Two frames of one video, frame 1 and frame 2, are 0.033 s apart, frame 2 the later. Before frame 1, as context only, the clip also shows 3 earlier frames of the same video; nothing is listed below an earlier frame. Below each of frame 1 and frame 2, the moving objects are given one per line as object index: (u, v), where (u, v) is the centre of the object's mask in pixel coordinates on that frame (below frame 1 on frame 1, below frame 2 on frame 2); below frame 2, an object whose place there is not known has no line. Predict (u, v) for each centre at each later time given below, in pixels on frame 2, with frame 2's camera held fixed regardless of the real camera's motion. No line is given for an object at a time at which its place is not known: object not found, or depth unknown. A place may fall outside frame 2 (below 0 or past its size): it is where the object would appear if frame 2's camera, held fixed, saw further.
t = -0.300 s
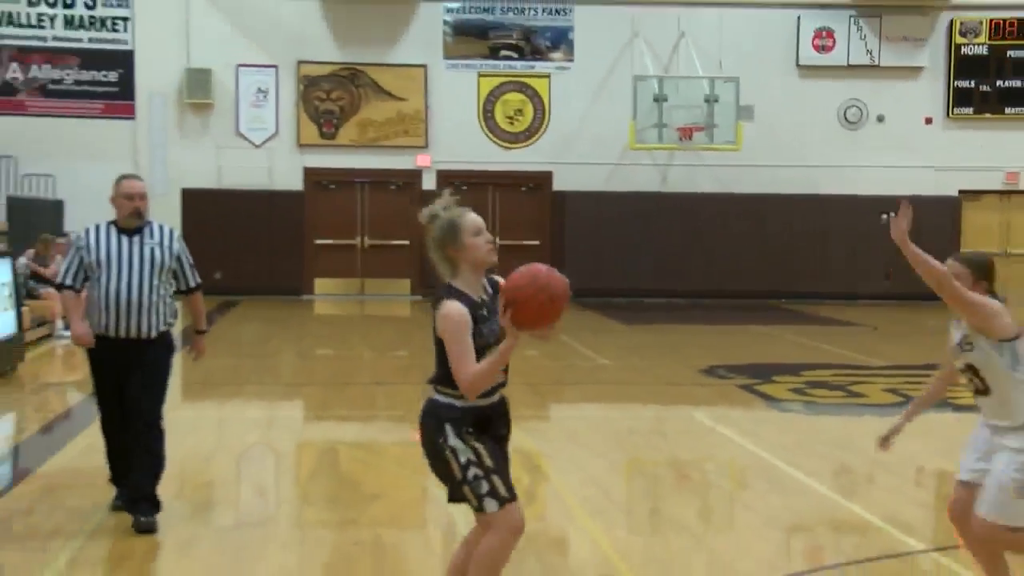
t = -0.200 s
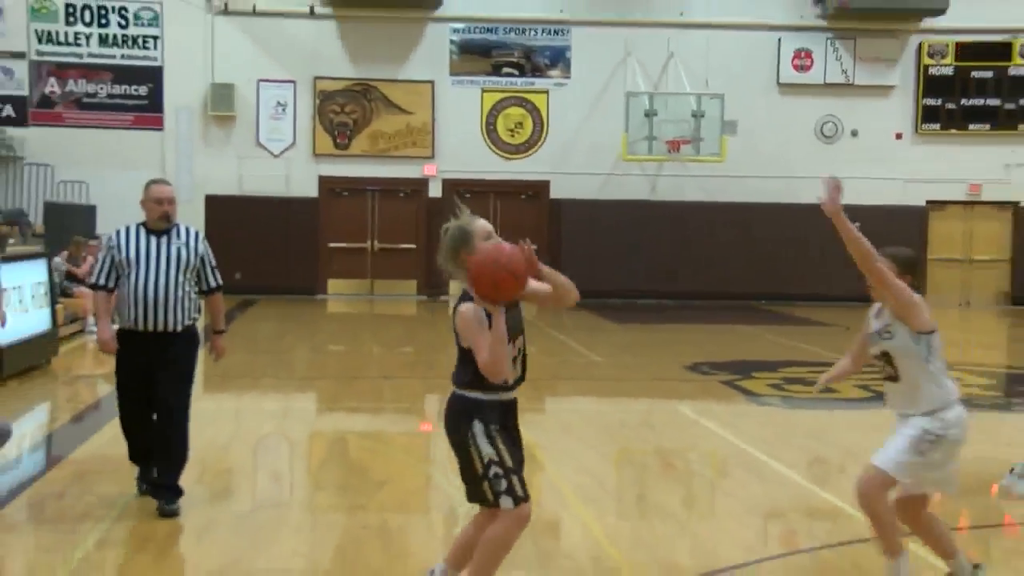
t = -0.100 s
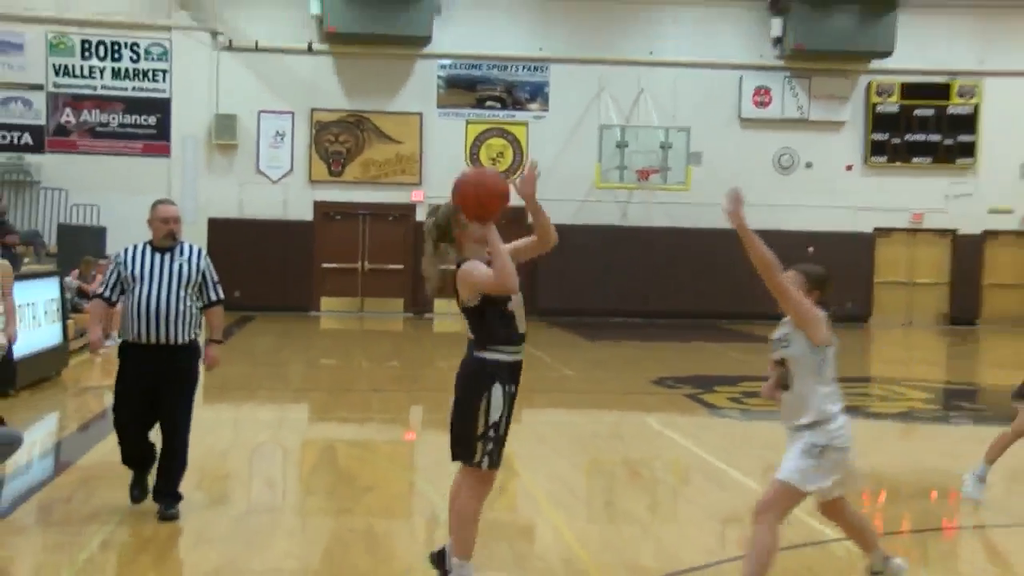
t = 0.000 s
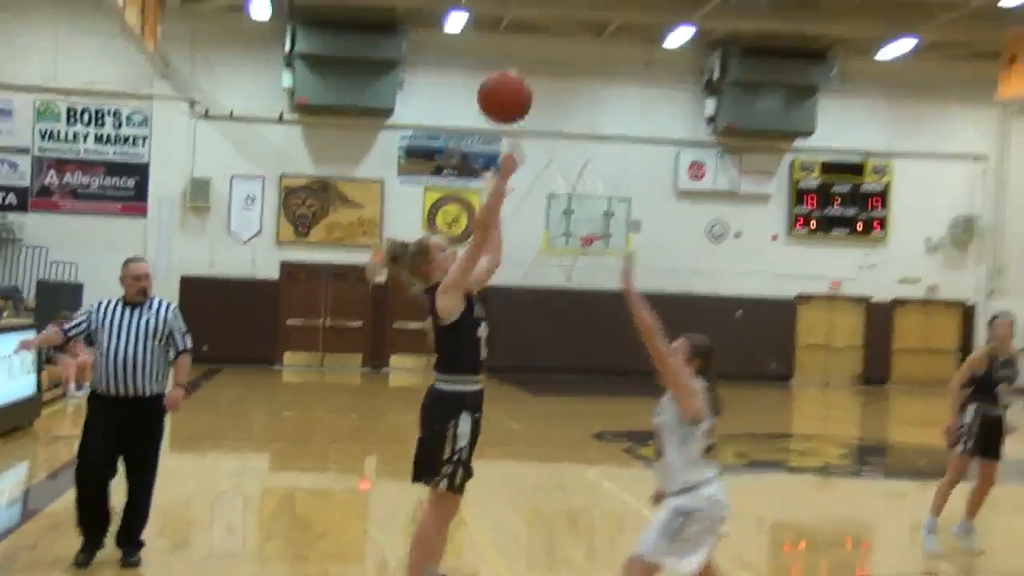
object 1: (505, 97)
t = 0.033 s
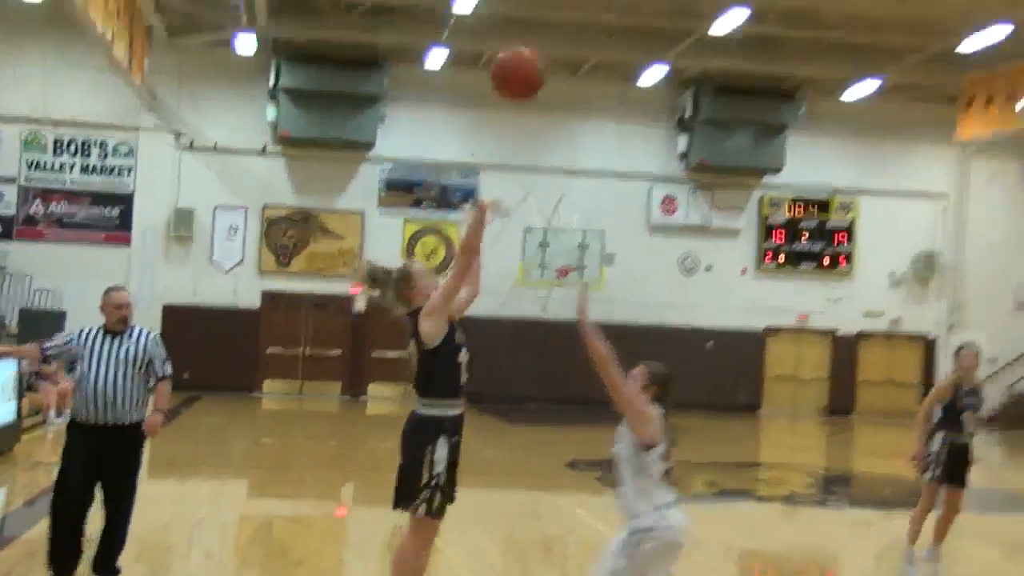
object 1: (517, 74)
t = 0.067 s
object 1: (551, 15)
